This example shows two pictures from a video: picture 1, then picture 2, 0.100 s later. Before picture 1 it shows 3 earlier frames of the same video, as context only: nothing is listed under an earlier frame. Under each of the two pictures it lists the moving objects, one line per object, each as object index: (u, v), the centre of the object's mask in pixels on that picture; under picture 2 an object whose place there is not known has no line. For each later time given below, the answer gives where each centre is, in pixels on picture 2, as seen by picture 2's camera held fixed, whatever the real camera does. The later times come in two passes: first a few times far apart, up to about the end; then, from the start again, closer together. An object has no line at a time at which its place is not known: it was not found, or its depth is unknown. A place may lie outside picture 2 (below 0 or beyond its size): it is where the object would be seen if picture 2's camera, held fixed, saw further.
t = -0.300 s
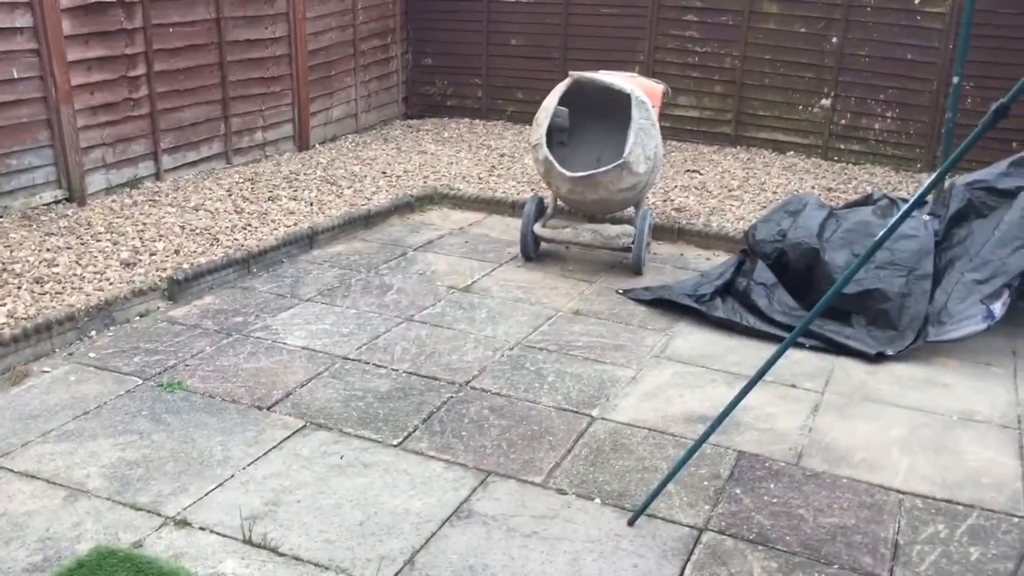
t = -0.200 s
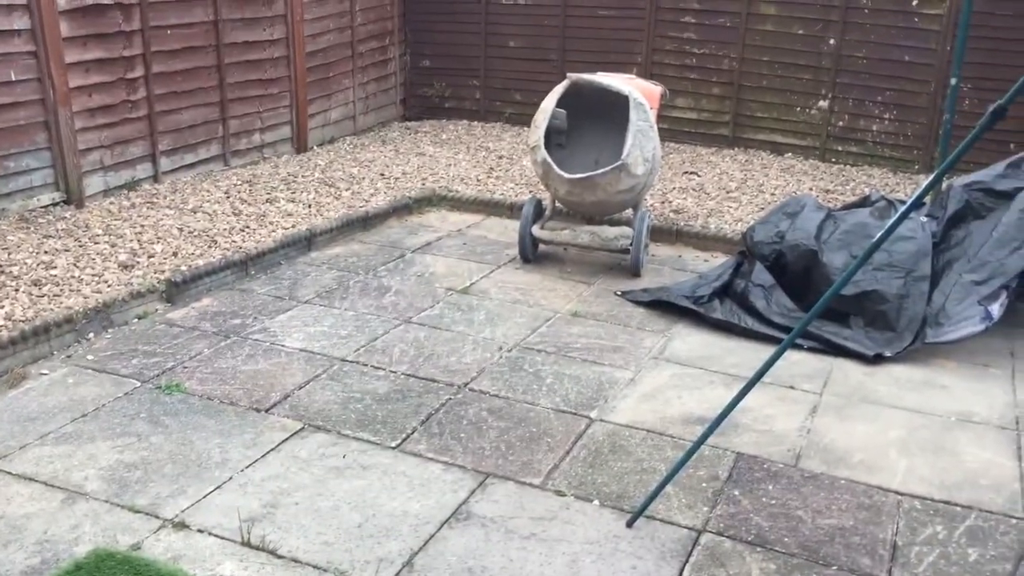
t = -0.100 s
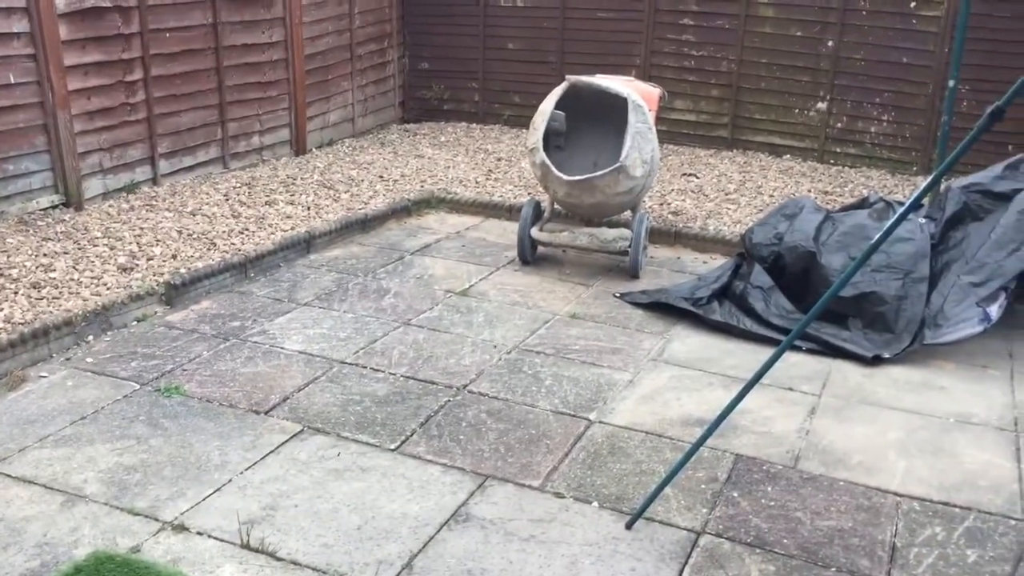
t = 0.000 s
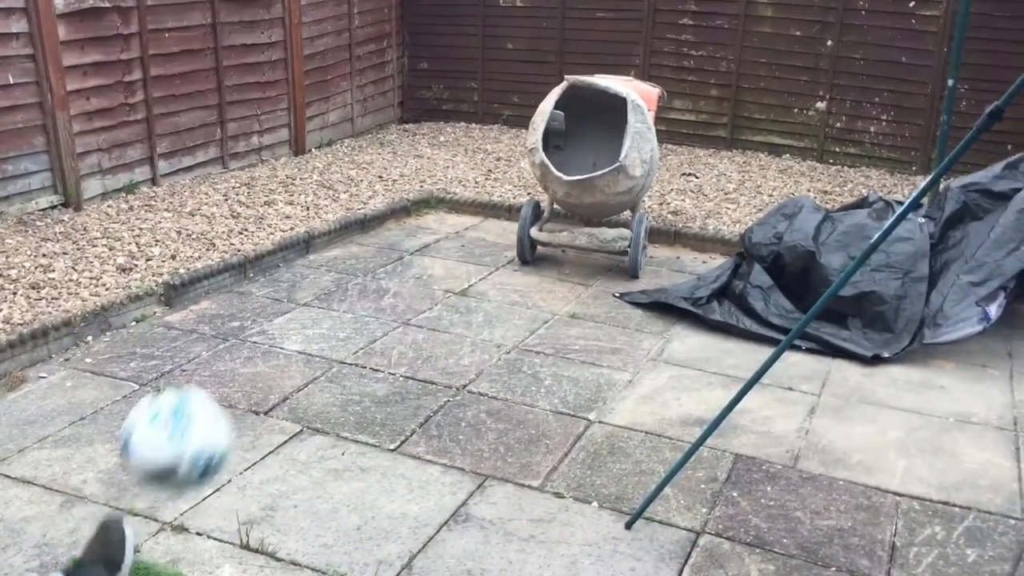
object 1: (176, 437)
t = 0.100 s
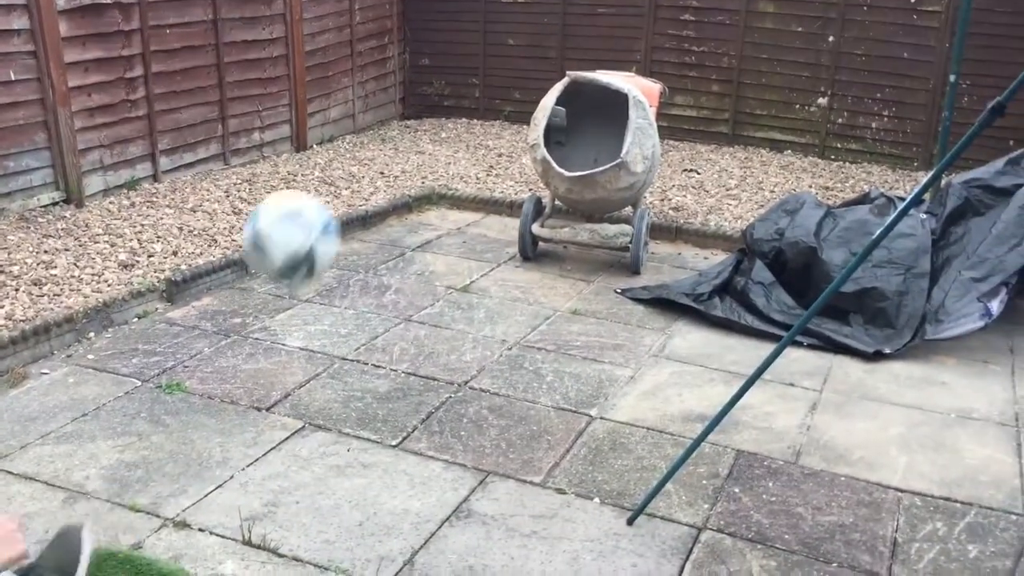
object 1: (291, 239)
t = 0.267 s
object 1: (430, 67)
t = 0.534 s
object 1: (570, 60)
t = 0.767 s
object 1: (545, 128)
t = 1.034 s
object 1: (320, 253)
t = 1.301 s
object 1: (172, 164)
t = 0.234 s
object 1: (406, 87)
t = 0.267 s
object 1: (430, 67)
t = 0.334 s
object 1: (473, 49)
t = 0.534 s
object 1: (570, 60)
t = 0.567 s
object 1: (582, 68)
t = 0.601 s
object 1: (593, 79)
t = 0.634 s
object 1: (603, 96)
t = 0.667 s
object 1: (611, 113)
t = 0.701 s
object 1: (601, 121)
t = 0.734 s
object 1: (574, 123)
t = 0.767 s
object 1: (545, 128)
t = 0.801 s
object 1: (516, 133)
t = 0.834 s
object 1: (488, 143)
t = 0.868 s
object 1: (458, 156)
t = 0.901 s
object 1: (431, 171)
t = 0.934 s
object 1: (402, 188)
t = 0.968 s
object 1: (373, 208)
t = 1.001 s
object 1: (346, 229)
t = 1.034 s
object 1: (320, 253)
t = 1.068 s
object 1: (303, 236)
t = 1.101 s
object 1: (284, 217)
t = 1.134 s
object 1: (265, 203)
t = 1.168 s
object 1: (248, 190)
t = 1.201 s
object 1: (229, 178)
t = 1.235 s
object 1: (209, 171)
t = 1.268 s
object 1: (191, 167)
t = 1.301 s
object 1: (172, 164)
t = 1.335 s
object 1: (153, 165)
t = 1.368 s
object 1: (135, 166)
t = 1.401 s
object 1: (119, 170)
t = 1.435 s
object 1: (100, 178)
